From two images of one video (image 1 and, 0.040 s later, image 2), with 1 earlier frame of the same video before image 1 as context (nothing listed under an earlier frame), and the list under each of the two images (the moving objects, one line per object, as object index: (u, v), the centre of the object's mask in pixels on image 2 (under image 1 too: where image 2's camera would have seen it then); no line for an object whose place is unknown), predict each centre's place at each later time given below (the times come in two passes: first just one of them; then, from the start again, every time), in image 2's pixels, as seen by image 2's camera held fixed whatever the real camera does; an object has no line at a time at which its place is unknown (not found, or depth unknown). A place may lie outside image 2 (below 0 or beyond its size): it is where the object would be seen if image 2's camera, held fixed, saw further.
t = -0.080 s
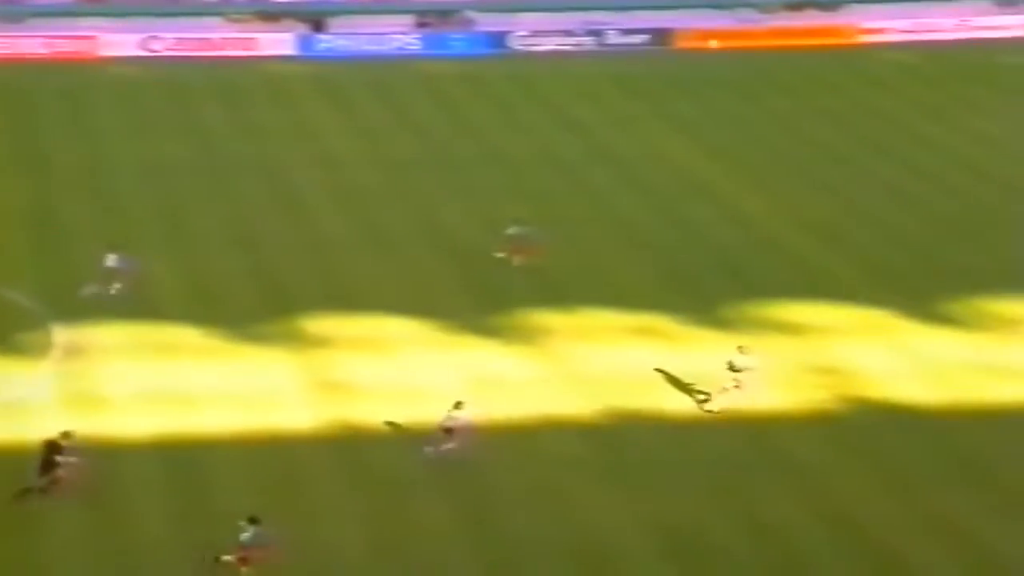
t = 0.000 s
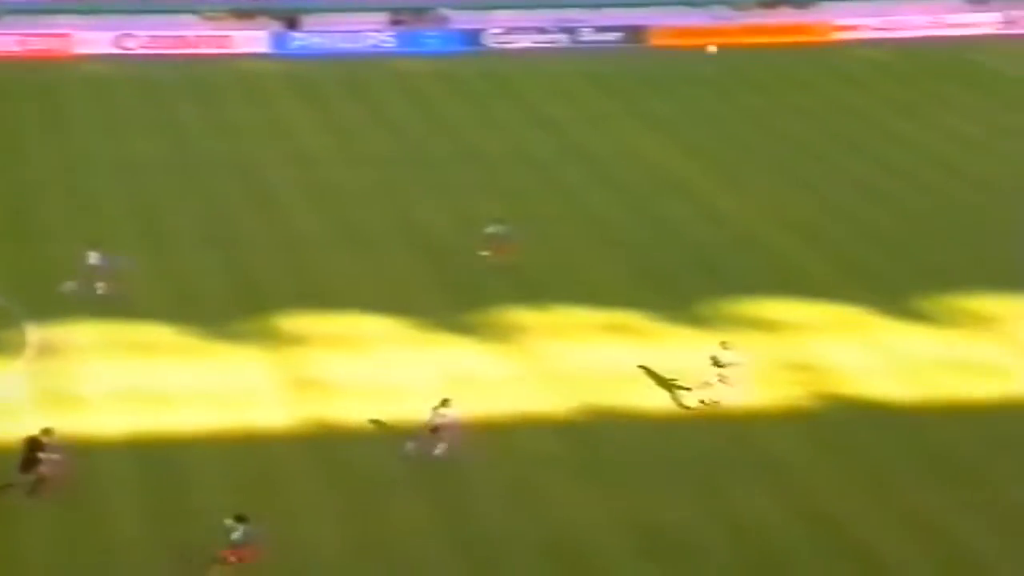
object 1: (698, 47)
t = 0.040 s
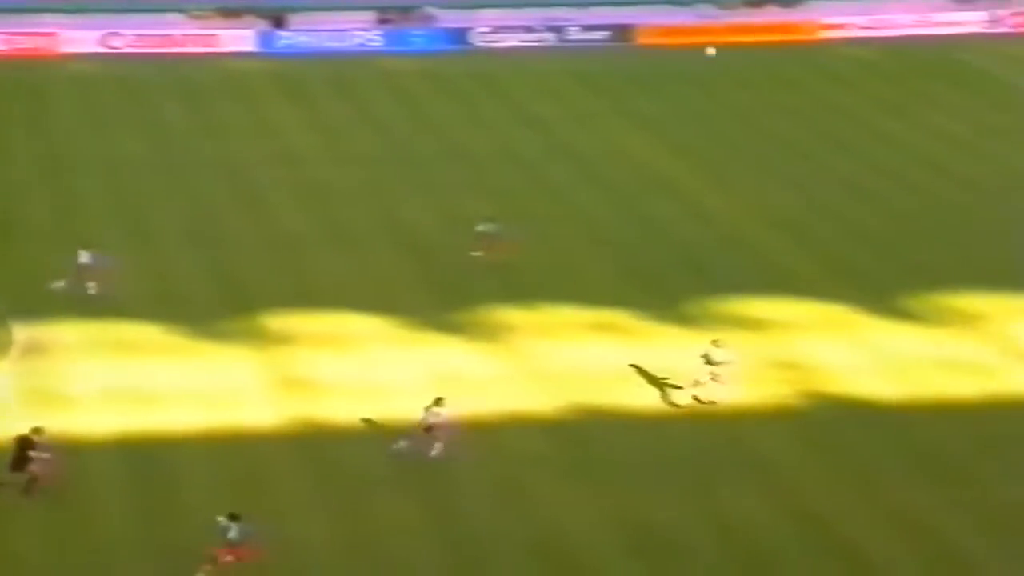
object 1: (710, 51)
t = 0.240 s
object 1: (771, 73)
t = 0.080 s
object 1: (722, 55)
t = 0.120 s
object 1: (734, 59)
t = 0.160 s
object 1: (747, 64)
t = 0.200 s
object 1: (759, 69)
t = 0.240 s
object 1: (771, 73)
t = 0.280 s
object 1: (784, 78)
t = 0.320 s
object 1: (796, 83)
